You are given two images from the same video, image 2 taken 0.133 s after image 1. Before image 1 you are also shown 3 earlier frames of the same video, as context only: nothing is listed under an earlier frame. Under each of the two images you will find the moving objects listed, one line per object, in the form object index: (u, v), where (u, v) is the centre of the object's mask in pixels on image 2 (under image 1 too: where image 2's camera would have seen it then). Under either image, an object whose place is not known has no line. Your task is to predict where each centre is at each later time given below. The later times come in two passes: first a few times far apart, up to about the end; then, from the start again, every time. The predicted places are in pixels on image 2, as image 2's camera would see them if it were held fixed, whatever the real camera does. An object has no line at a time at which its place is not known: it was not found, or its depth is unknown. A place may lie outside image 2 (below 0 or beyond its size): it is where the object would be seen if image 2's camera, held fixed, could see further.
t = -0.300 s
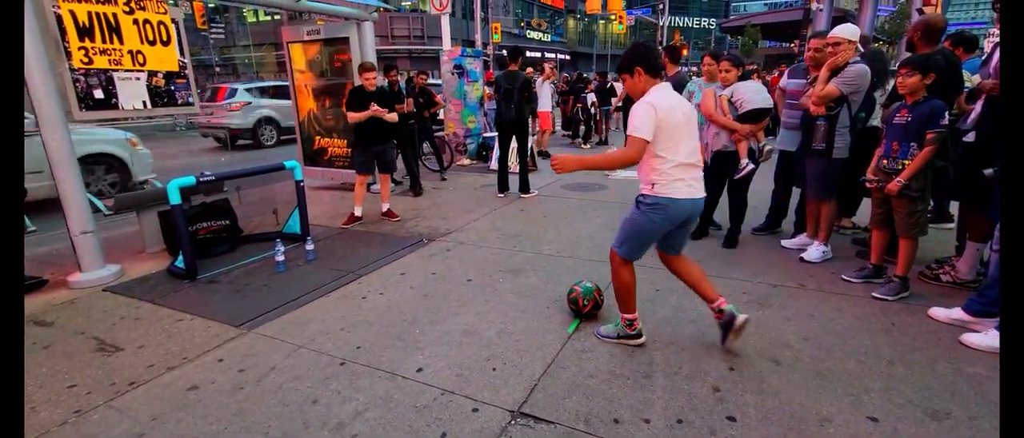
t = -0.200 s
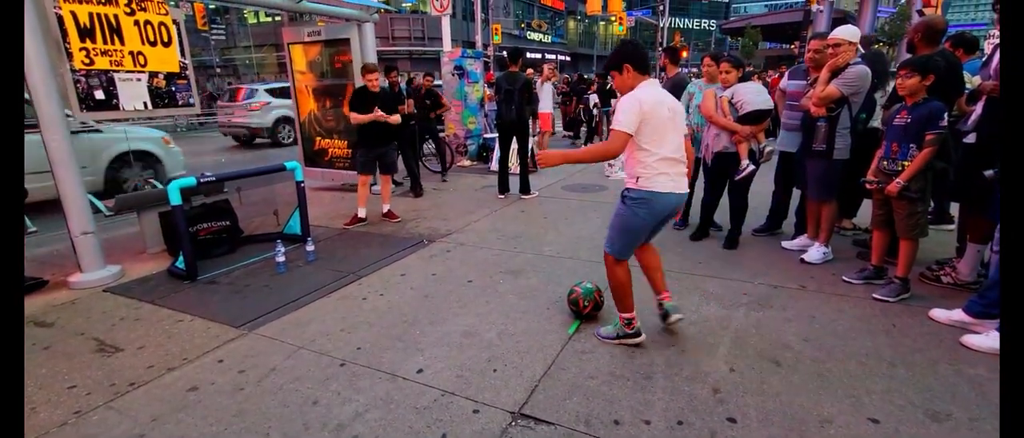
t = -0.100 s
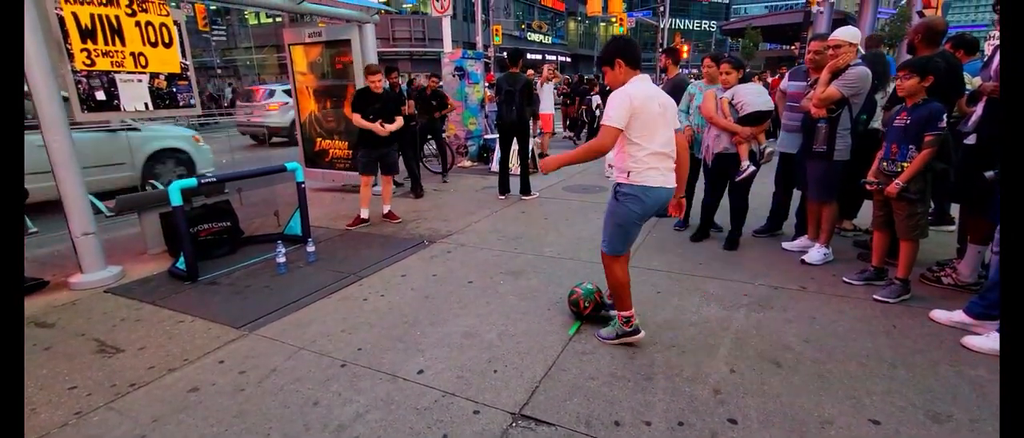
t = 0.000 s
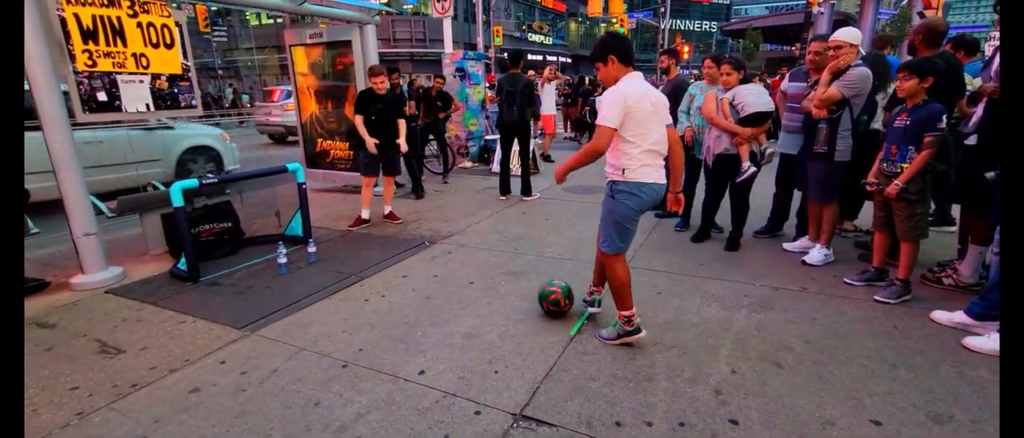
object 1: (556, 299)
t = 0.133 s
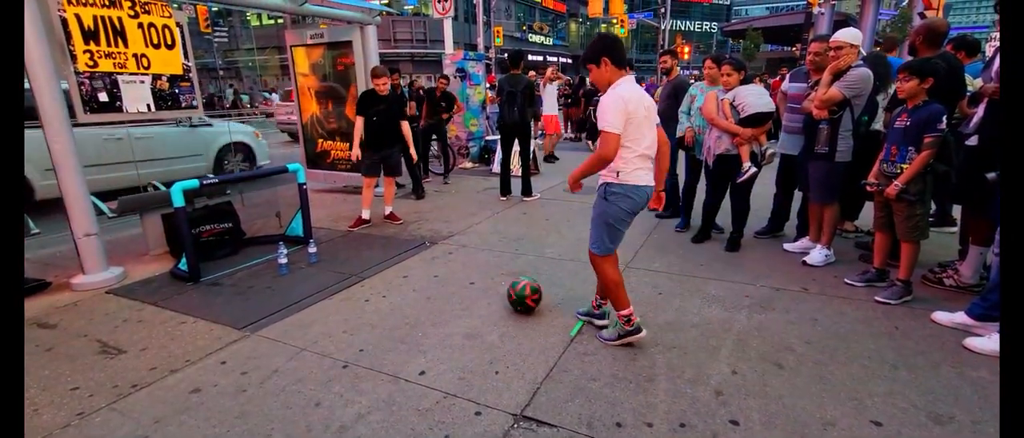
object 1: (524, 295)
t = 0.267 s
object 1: (501, 292)
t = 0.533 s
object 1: (456, 286)
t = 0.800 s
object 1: (416, 280)
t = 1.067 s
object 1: (379, 274)
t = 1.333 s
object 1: (345, 268)
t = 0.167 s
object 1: (518, 294)
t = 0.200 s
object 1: (512, 294)
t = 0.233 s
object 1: (506, 293)
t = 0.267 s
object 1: (501, 292)
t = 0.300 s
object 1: (495, 291)
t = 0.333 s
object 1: (489, 291)
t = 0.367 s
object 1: (484, 291)
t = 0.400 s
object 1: (478, 290)
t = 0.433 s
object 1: (472, 289)
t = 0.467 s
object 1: (467, 288)
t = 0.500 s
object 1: (461, 287)
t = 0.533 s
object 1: (456, 286)
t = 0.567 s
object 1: (451, 286)
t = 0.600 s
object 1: (445, 285)
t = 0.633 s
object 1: (440, 284)
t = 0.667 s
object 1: (435, 284)
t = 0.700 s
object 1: (430, 283)
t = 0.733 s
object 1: (425, 282)
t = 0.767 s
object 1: (420, 281)
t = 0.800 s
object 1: (416, 280)
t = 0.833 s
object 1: (411, 280)
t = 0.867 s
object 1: (406, 279)
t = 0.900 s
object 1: (401, 278)
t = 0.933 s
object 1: (396, 277)
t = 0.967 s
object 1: (392, 277)
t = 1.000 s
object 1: (387, 276)
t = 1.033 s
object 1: (383, 275)
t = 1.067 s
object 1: (379, 274)
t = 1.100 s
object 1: (374, 274)
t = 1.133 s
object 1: (370, 273)
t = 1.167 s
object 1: (365, 272)
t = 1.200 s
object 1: (362, 271)
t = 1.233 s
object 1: (357, 270)
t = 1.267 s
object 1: (353, 270)
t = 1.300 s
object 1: (349, 270)
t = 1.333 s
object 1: (345, 268)
